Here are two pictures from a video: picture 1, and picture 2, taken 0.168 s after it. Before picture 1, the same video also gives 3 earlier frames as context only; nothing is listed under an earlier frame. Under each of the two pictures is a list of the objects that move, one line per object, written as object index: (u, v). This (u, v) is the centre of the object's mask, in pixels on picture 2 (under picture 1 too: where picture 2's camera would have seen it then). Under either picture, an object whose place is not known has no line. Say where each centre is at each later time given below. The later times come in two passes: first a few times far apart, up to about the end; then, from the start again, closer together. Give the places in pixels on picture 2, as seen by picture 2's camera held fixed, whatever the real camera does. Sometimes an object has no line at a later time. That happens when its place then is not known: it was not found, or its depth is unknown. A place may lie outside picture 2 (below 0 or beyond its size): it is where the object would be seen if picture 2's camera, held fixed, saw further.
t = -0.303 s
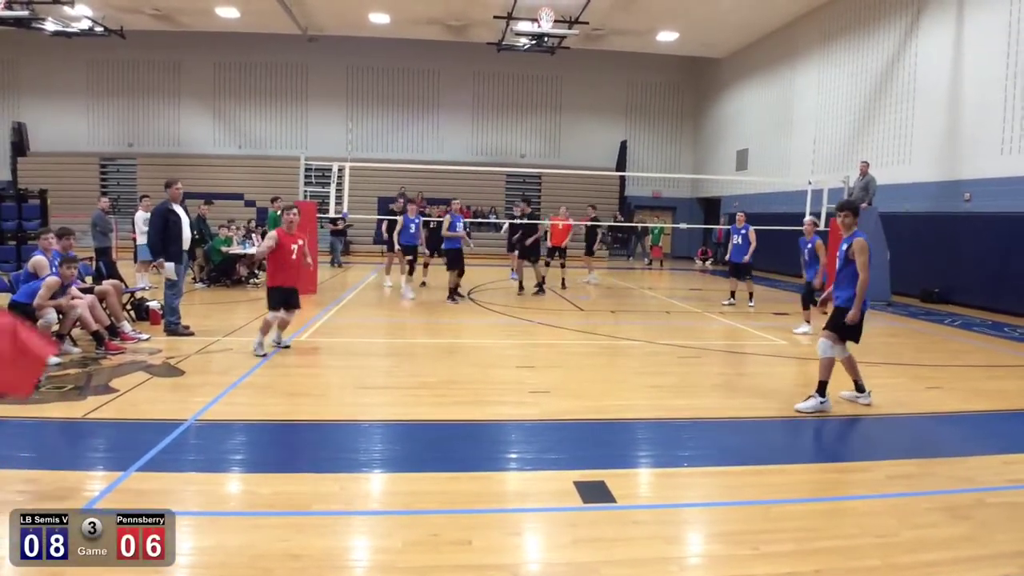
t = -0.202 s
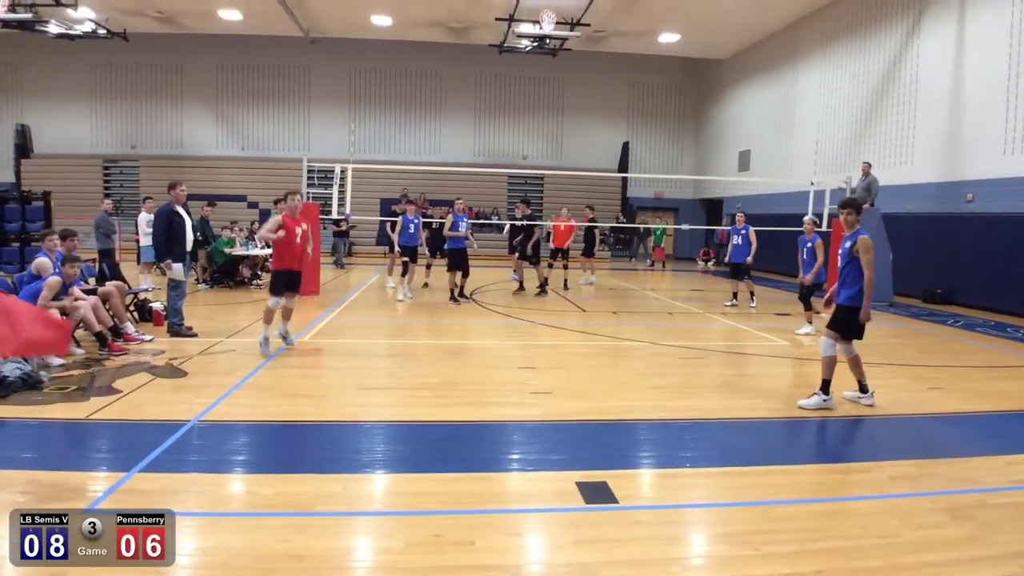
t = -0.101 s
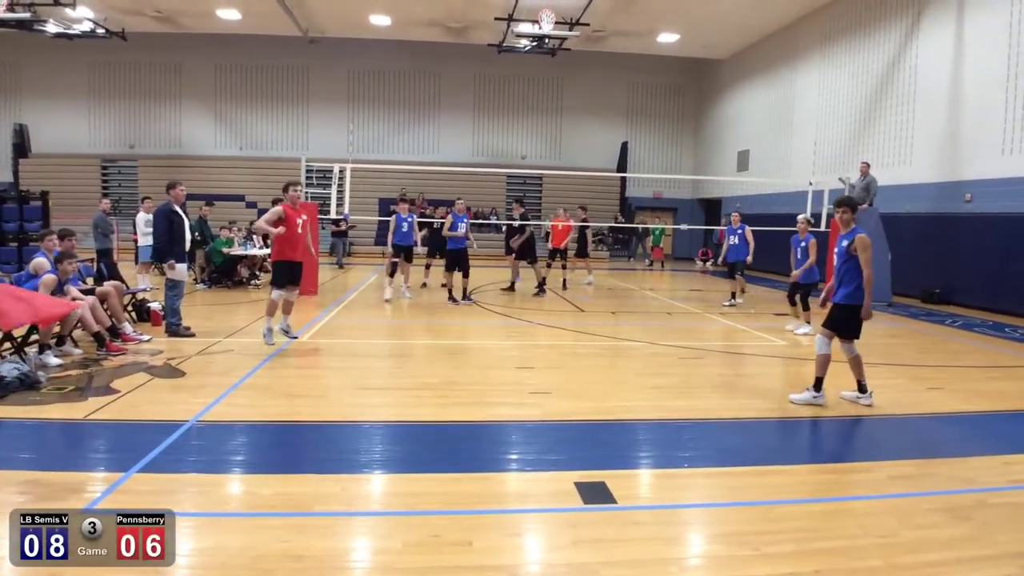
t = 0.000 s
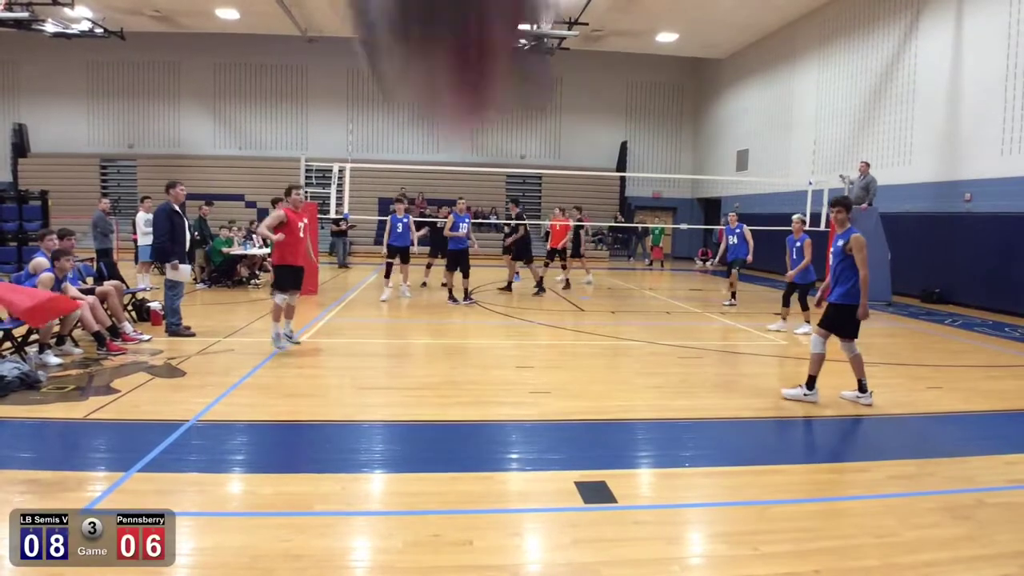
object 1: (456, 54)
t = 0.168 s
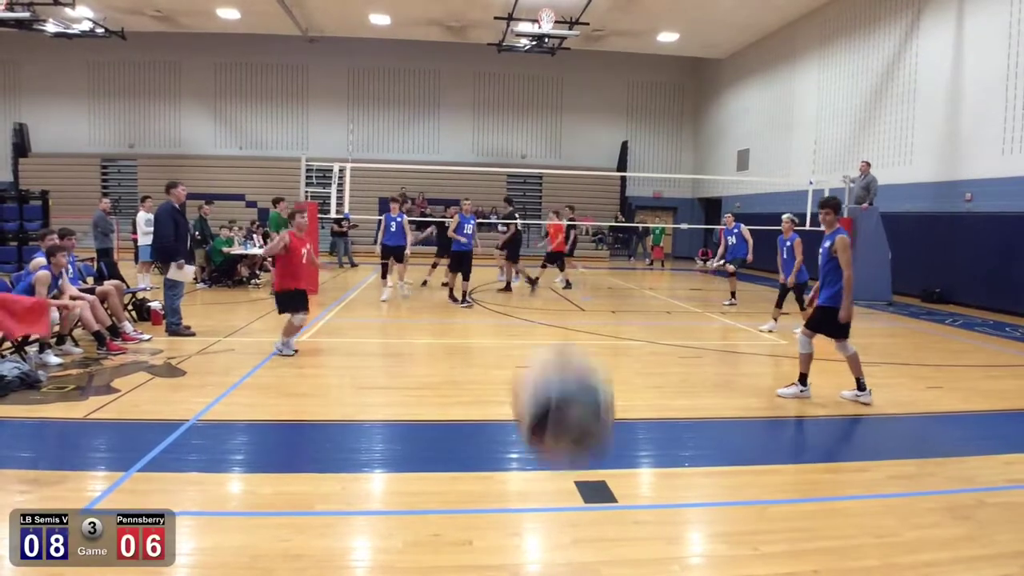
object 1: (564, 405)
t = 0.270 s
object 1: (586, 541)
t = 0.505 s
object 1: (620, 471)
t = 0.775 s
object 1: (655, 312)
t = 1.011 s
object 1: (670, 320)
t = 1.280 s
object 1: (677, 446)
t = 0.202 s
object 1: (571, 453)
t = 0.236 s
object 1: (580, 495)
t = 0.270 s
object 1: (586, 541)
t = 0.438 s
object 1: (613, 546)
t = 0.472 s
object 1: (617, 510)
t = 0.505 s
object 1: (620, 471)
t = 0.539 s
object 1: (627, 442)
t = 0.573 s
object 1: (632, 415)
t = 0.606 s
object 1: (638, 387)
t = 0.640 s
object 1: (641, 369)
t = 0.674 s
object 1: (645, 348)
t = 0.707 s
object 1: (649, 333)
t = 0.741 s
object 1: (653, 321)
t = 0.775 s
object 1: (655, 312)
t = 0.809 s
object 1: (658, 306)
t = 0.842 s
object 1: (661, 303)
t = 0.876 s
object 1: (663, 301)
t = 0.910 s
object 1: (665, 302)
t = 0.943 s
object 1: (668, 305)
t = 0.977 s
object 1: (670, 312)
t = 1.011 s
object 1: (670, 320)
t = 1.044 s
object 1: (672, 331)
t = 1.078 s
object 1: (674, 340)
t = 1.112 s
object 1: (675, 354)
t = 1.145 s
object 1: (676, 371)
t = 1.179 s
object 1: (677, 388)
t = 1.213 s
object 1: (677, 409)
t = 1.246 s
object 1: (677, 429)
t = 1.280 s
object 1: (677, 446)
